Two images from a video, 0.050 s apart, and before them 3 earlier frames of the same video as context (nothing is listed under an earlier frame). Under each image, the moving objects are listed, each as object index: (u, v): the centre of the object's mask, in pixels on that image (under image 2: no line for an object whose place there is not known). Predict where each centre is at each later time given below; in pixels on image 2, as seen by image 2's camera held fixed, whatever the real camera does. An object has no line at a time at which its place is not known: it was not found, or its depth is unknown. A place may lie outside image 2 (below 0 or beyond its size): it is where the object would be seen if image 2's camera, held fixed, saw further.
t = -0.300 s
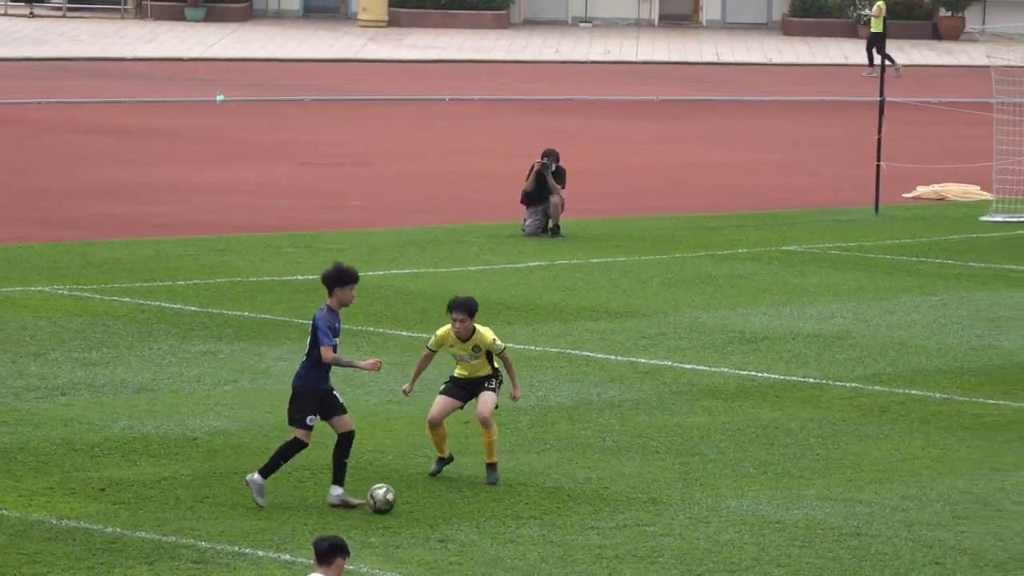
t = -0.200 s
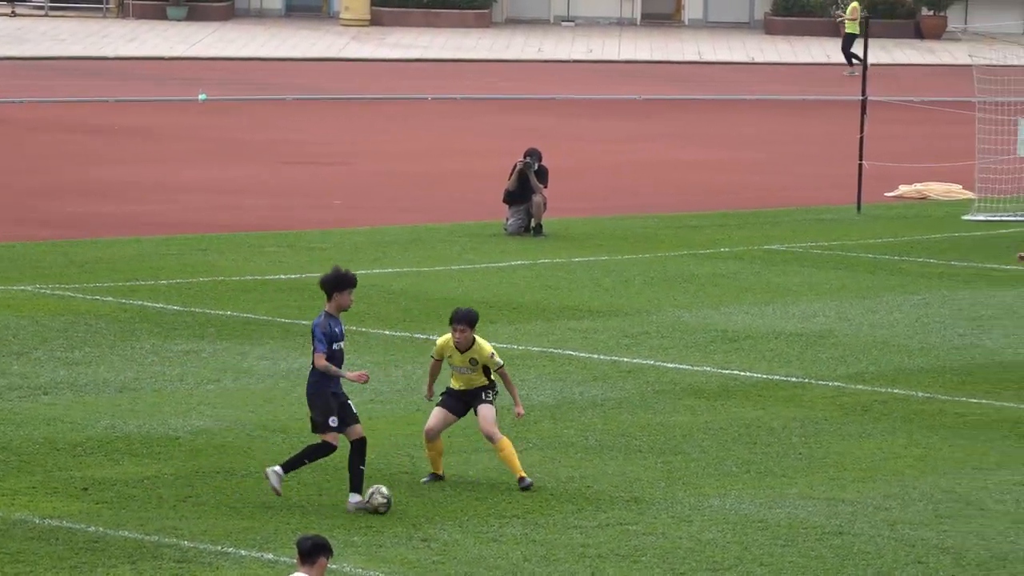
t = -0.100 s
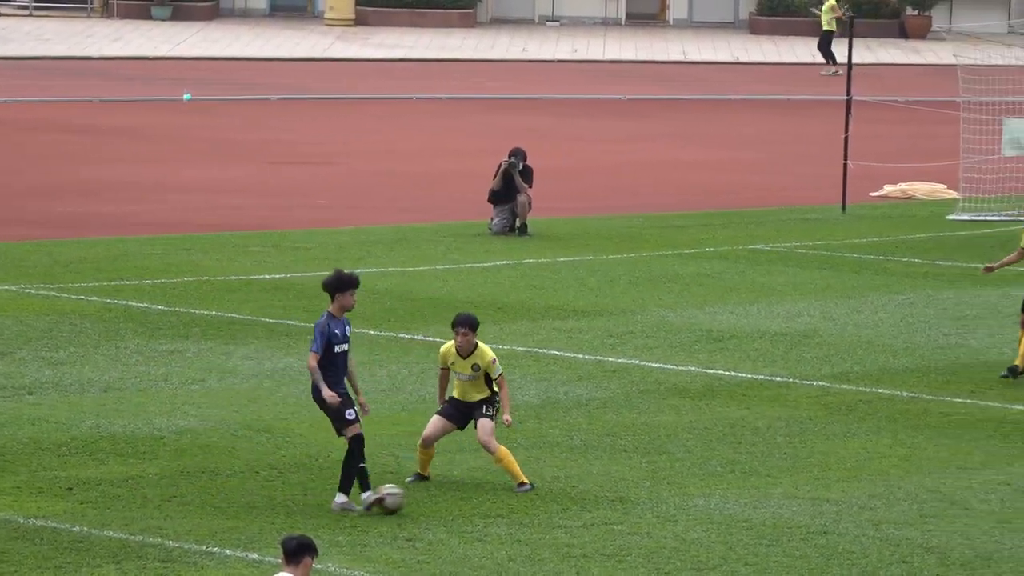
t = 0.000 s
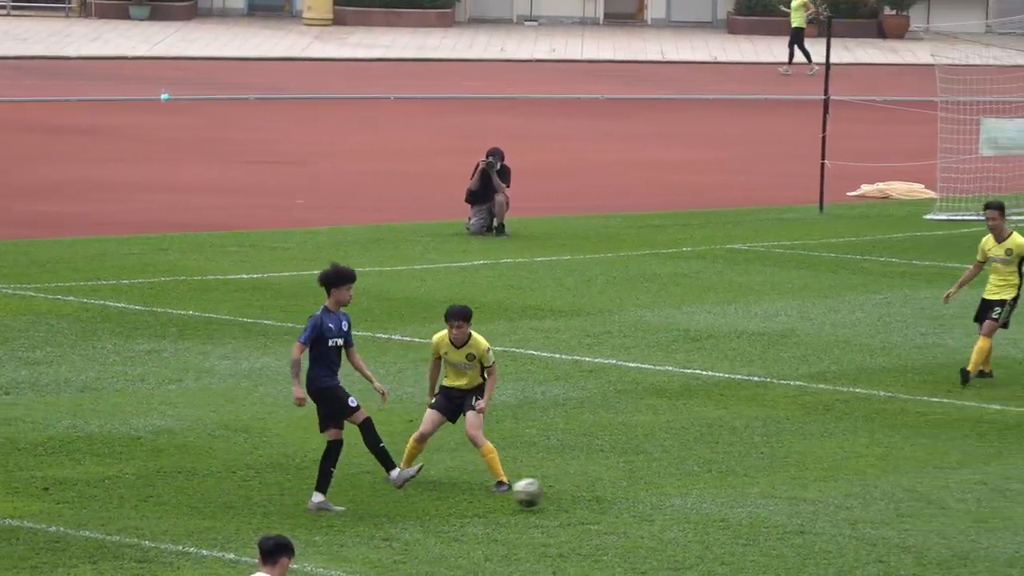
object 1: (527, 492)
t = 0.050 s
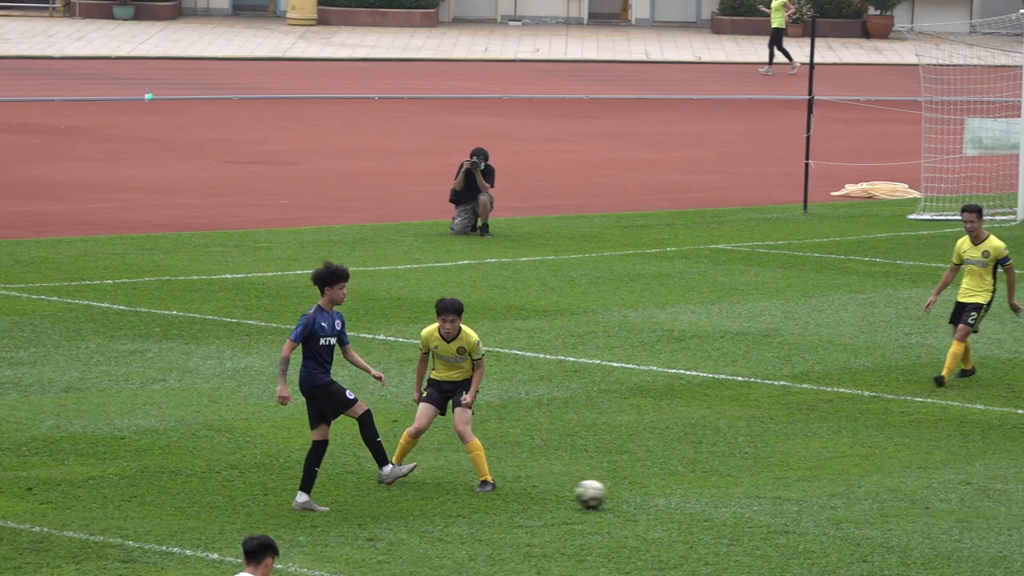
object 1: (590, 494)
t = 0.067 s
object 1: (617, 495)
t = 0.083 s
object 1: (643, 496)
